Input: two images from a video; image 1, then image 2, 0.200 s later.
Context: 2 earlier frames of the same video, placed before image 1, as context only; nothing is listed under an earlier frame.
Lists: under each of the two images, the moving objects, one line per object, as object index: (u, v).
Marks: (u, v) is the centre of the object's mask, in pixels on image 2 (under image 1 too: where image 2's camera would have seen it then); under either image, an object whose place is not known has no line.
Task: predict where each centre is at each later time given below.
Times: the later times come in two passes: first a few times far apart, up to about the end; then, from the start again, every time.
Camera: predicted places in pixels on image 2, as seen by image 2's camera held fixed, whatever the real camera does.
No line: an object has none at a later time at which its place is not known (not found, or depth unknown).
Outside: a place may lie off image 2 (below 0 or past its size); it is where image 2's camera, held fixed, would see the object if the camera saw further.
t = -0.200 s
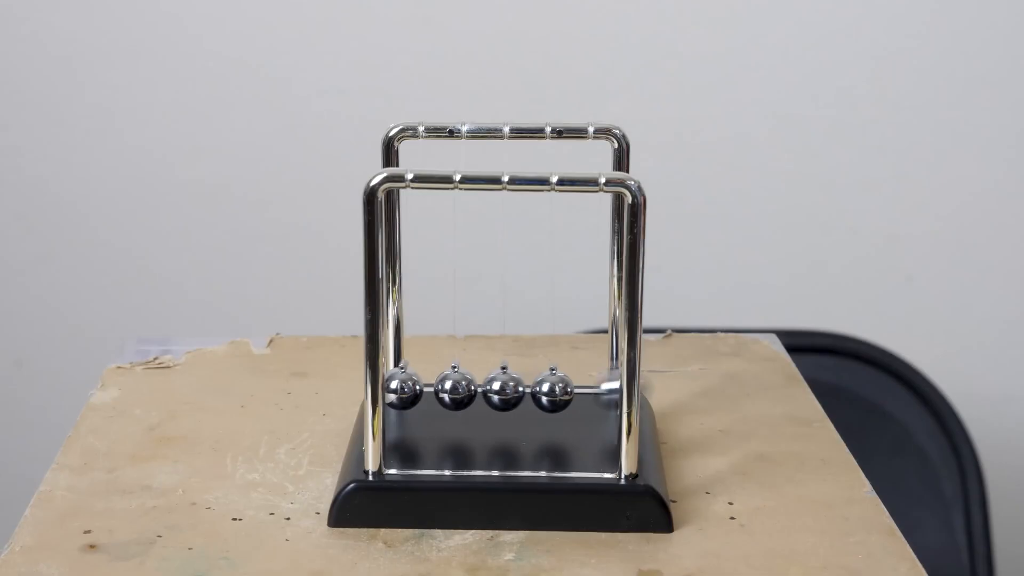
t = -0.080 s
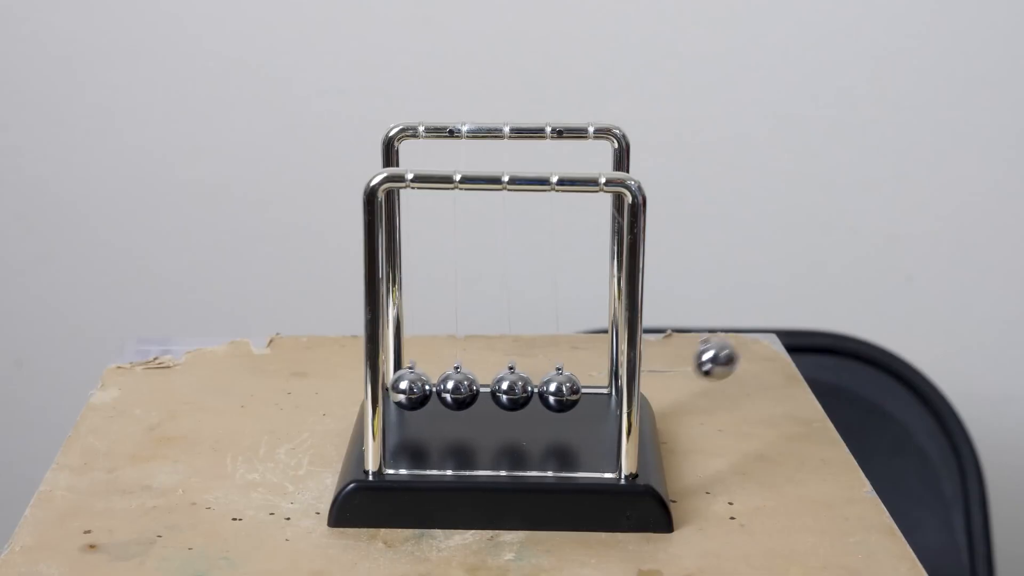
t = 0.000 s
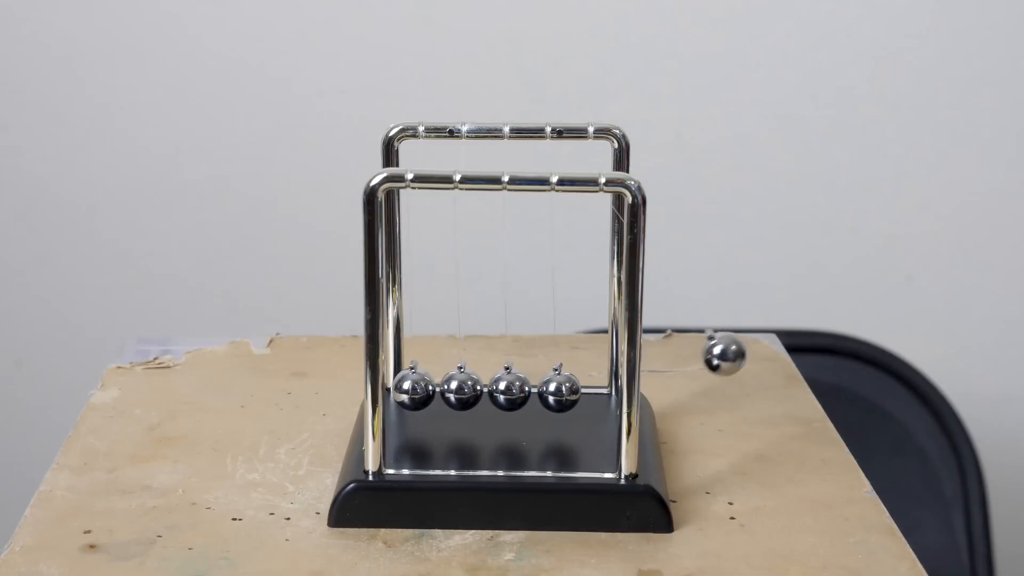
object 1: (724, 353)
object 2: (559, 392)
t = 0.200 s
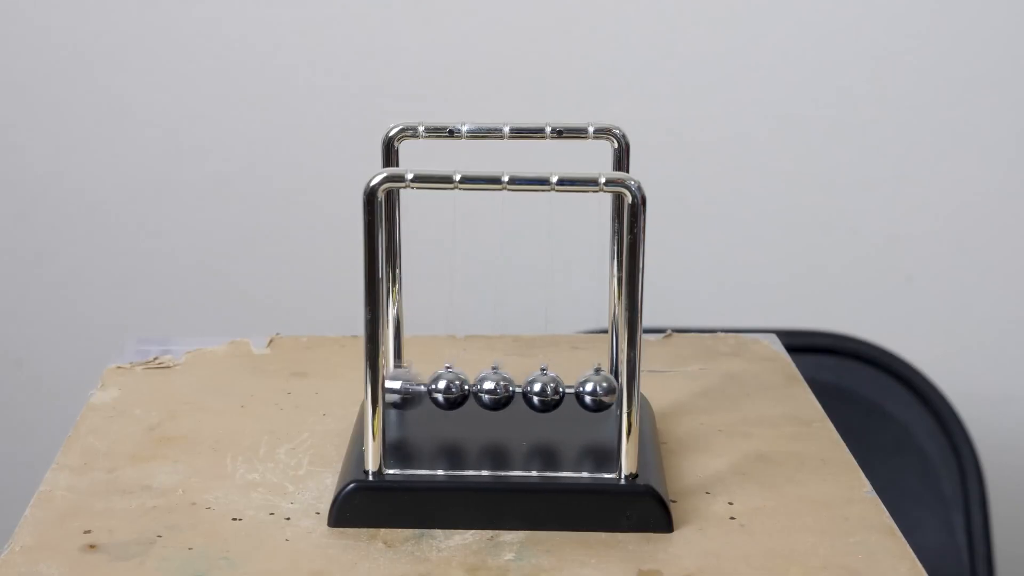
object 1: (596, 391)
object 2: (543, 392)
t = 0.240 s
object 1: (592, 390)
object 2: (541, 392)
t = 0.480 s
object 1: (583, 391)
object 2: (537, 392)
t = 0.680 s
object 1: (685, 372)
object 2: (553, 392)
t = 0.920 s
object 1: (655, 384)
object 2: (554, 392)
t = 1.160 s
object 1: (581, 390)
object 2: (534, 392)
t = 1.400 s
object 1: (600, 392)
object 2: (544, 392)
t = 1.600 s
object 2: (561, 392)
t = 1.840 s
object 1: (590, 391)
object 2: (542, 393)
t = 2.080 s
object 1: (577, 390)
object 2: (531, 392)
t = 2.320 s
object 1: (684, 373)
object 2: (553, 393)
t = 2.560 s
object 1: (613, 390)
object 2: (552, 392)
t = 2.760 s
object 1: (576, 390)
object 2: (532, 392)
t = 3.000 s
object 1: (596, 391)
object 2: (540, 392)
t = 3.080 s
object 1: (659, 381)
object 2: (548, 392)
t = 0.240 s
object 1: (592, 390)
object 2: (541, 392)
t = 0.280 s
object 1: (586, 391)
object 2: (540, 392)
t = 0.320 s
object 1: (584, 391)
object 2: (539, 392)
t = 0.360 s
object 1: (582, 391)
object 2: (533, 392)
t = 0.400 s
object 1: (581, 391)
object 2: (534, 392)
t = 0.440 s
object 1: (581, 391)
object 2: (535, 392)
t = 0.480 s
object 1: (583, 391)
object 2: (537, 392)
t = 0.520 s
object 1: (586, 391)
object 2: (541, 392)
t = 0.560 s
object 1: (589, 391)
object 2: (542, 392)
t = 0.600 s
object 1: (597, 393)
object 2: (549, 392)
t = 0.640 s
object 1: (654, 384)
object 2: (552, 392)
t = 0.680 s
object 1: (685, 372)
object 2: (553, 392)
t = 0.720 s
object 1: (699, 367)
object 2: (553, 392)
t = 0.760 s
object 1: (716, 359)
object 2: (557, 392)
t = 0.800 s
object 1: (716, 359)
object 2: (559, 392)
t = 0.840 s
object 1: (710, 362)
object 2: (560, 392)
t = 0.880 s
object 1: (686, 372)
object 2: (558, 392)
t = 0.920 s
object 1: (655, 384)
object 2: (554, 392)
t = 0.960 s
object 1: (611, 390)
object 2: (552, 392)
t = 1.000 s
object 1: (592, 391)
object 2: (545, 392)
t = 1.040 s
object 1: (586, 390)
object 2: (539, 392)
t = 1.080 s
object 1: (584, 390)
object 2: (537, 392)
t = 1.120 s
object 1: (581, 391)
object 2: (535, 392)
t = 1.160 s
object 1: (581, 390)
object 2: (534, 392)
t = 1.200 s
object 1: (581, 390)
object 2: (534, 392)
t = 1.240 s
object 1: (581, 391)
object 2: (535, 392)
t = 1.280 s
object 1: (583, 391)
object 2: (536, 392)
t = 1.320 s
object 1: (583, 391)
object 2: (537, 392)
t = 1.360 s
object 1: (585, 391)
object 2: (539, 392)
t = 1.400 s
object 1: (600, 392)
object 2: (544, 392)
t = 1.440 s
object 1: (612, 390)
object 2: (547, 392)
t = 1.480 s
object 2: (552, 392)
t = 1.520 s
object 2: (558, 392)
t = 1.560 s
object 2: (560, 392)
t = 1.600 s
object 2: (561, 392)
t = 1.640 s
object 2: (560, 392)
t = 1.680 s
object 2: (559, 392)
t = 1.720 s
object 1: (661, 381)
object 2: (554, 392)
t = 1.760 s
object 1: (606, 391)
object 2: (549, 393)
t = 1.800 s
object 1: (592, 390)
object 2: (544, 392)
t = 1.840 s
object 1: (590, 391)
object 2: (542, 393)
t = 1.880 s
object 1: (586, 391)
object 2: (539, 392)
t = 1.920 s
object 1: (581, 390)
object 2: (536, 392)
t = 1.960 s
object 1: (580, 390)
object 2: (534, 392)
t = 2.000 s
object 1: (578, 390)
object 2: (530, 392)
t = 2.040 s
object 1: (576, 390)
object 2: (531, 392)
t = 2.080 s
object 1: (577, 390)
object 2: (531, 392)
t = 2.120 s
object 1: (581, 391)
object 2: (535, 392)
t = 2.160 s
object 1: (585, 391)
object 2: (539, 392)
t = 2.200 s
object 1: (587, 390)
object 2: (542, 392)
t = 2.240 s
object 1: (648, 387)
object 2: (547, 393)
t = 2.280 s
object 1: (671, 378)
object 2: (552, 393)
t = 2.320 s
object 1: (684, 373)
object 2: (553, 393)
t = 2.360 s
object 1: (702, 366)
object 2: (556, 392)
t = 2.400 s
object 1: (705, 365)
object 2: (558, 392)
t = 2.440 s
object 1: (701, 366)
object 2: (559, 392)
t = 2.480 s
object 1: (682, 374)
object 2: (558, 392)
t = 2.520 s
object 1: (655, 384)
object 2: (555, 392)
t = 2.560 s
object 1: (613, 390)
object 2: (552, 392)
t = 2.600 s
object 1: (592, 391)
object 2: (546, 392)
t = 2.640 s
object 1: (586, 390)
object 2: (541, 392)
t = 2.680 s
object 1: (584, 390)
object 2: (539, 392)
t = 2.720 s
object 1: (580, 390)
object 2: (535, 392)
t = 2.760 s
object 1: (576, 390)
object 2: (532, 392)
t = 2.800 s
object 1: (575, 390)
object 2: (530, 392)
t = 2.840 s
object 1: (574, 390)
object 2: (529, 392)
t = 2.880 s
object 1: (575, 390)
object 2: (530, 391)
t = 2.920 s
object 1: (576, 390)
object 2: (531, 392)
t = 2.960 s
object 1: (580, 390)
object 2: (535, 392)
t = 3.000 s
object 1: (596, 391)
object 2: (540, 392)
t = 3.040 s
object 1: (650, 387)
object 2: (545, 392)
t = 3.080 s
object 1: (659, 381)
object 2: (548, 392)
